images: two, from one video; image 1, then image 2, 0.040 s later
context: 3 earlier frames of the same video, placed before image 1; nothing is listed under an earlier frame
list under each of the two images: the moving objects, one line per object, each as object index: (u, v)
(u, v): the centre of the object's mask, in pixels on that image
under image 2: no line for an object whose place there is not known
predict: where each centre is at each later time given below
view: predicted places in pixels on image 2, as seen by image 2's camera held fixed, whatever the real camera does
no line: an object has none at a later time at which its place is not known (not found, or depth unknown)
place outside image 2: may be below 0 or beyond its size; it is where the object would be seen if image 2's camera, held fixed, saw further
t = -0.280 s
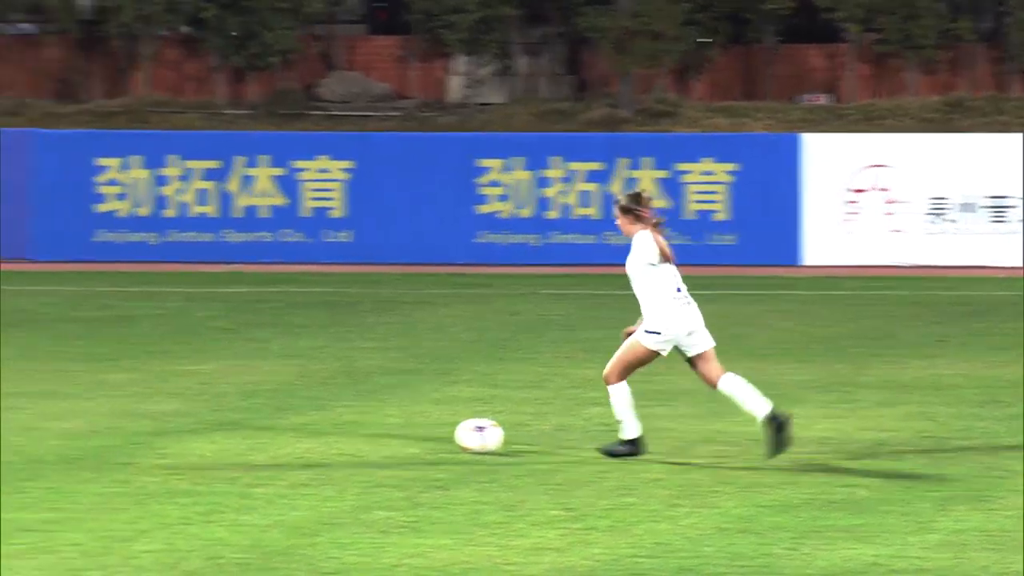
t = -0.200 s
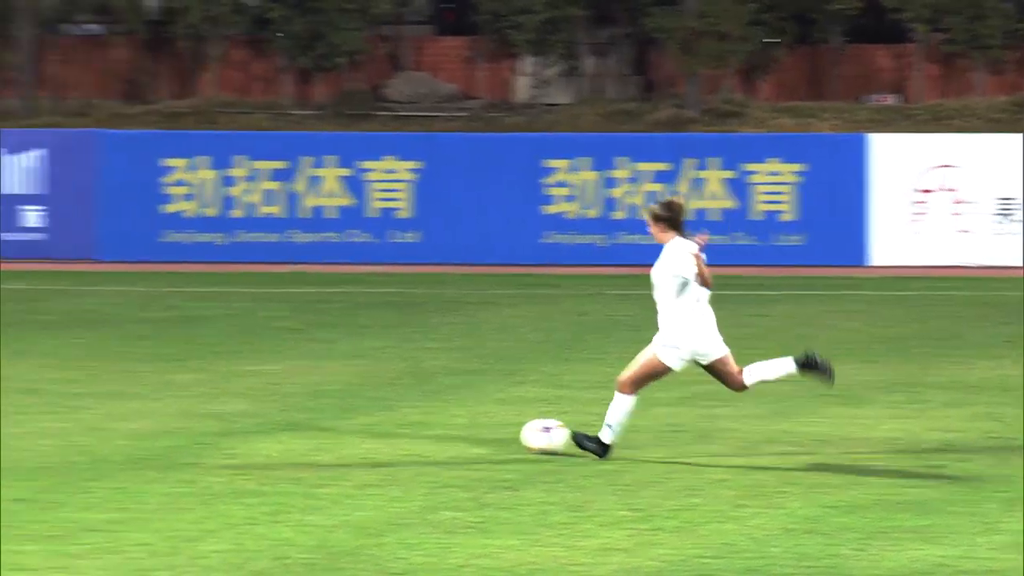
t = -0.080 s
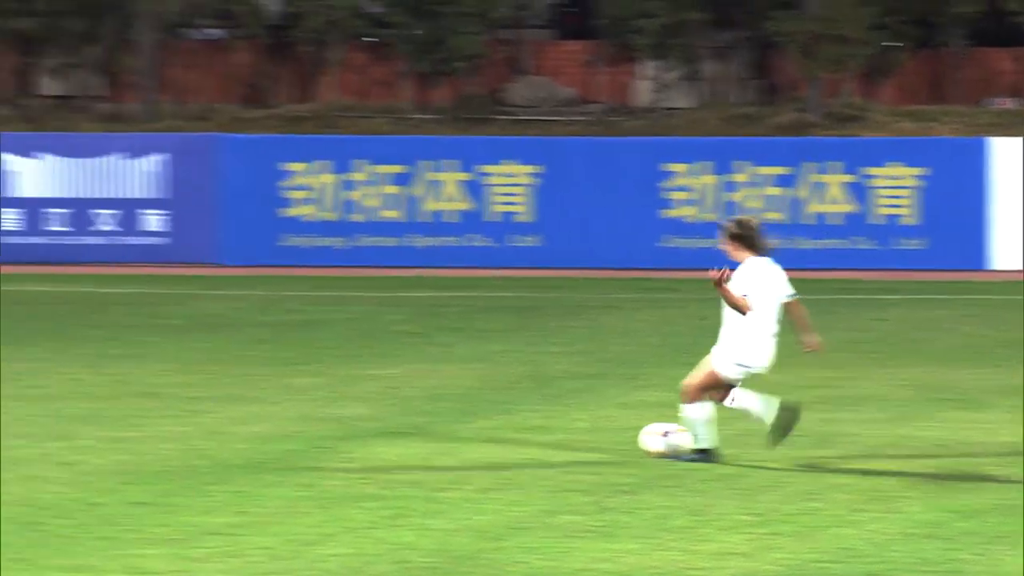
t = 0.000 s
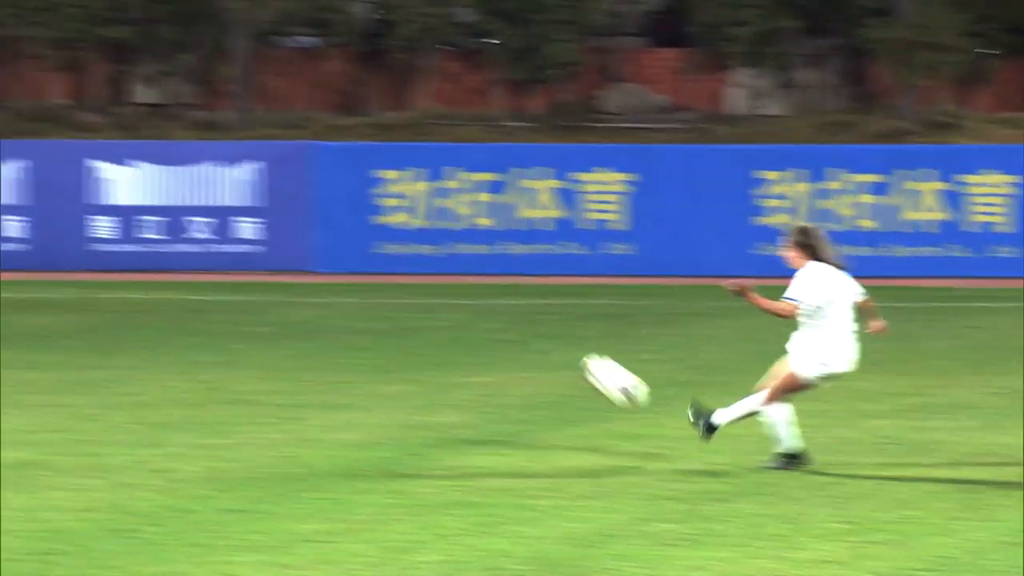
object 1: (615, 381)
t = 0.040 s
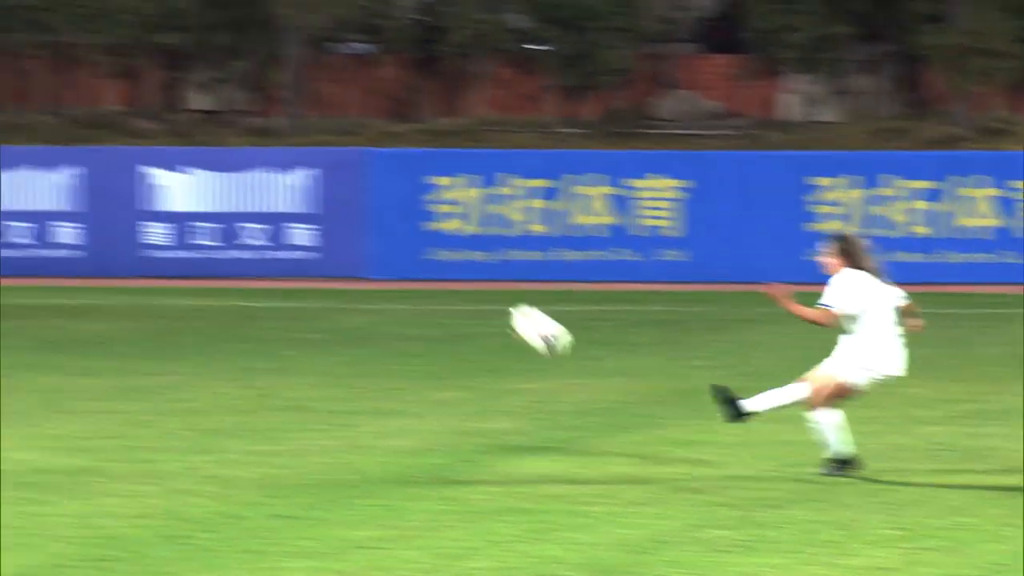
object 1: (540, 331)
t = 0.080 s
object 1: (412, 274)
